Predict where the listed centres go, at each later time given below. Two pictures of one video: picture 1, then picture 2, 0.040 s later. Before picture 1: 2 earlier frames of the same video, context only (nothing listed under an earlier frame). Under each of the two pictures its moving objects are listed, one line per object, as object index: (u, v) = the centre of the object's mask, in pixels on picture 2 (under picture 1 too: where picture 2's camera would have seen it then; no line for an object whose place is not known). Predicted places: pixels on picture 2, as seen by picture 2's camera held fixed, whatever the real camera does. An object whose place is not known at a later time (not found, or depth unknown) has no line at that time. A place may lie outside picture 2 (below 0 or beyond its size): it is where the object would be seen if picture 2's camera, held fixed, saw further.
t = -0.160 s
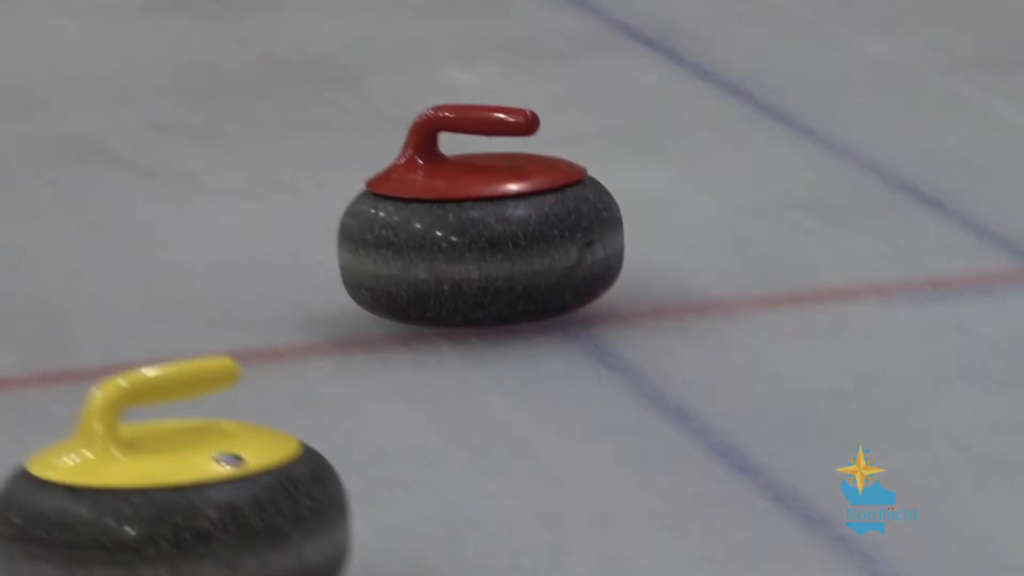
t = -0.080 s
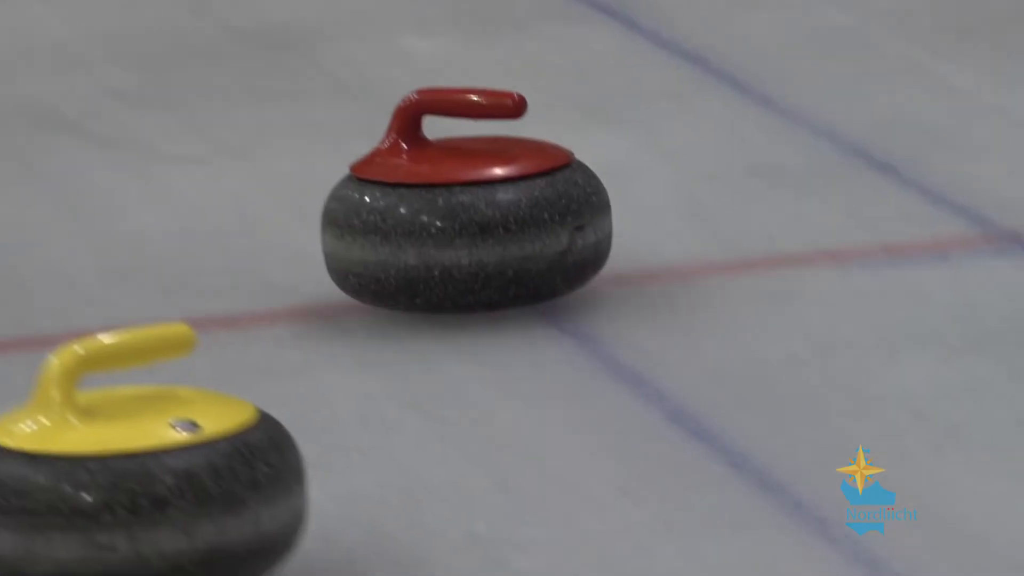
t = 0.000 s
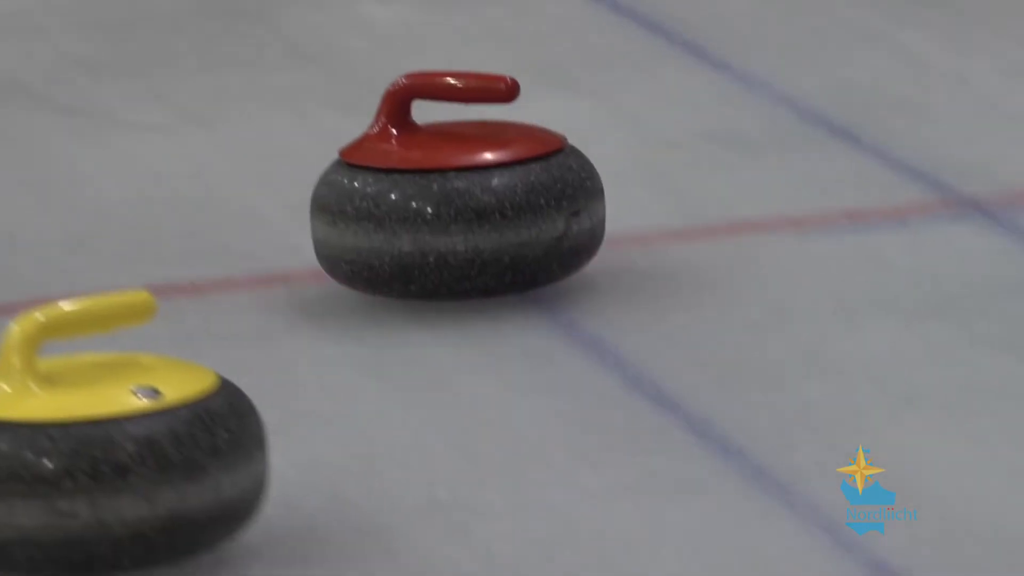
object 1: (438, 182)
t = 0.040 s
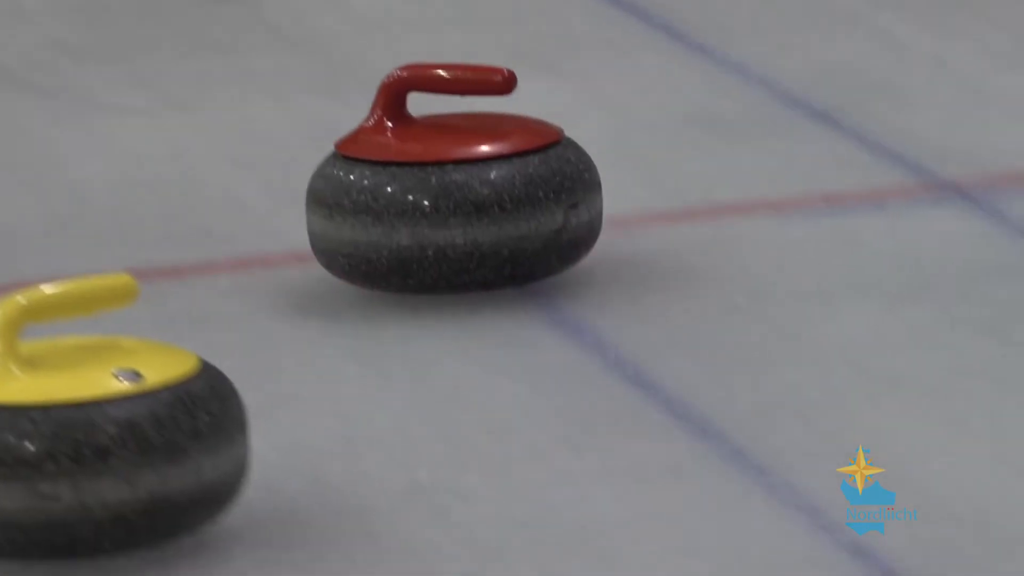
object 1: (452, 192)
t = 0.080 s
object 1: (466, 202)
